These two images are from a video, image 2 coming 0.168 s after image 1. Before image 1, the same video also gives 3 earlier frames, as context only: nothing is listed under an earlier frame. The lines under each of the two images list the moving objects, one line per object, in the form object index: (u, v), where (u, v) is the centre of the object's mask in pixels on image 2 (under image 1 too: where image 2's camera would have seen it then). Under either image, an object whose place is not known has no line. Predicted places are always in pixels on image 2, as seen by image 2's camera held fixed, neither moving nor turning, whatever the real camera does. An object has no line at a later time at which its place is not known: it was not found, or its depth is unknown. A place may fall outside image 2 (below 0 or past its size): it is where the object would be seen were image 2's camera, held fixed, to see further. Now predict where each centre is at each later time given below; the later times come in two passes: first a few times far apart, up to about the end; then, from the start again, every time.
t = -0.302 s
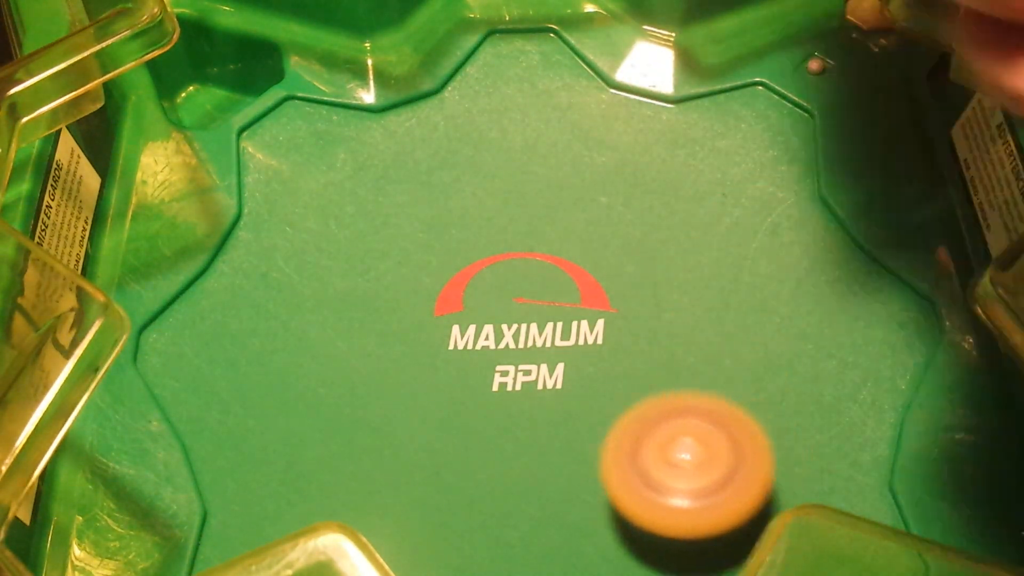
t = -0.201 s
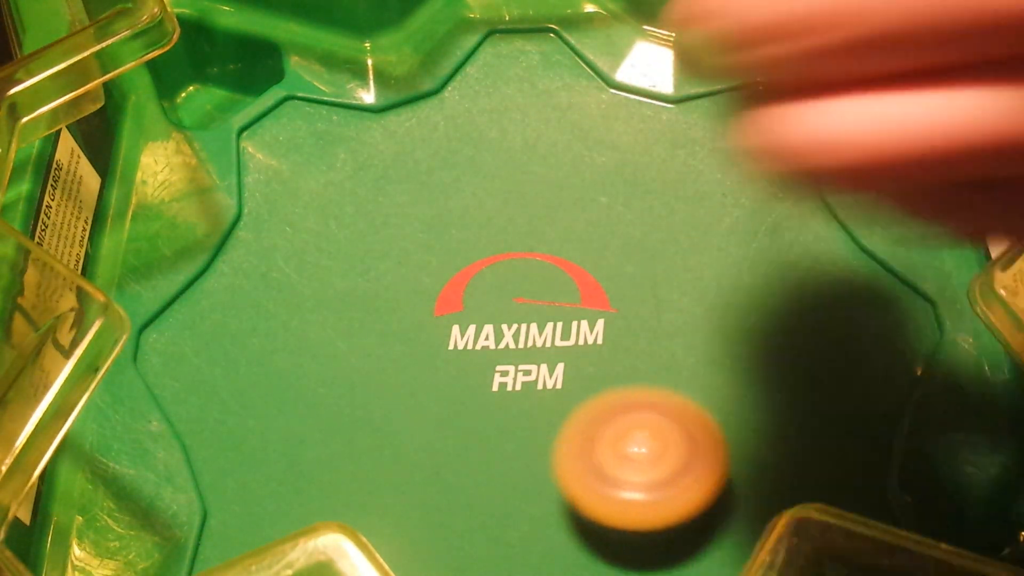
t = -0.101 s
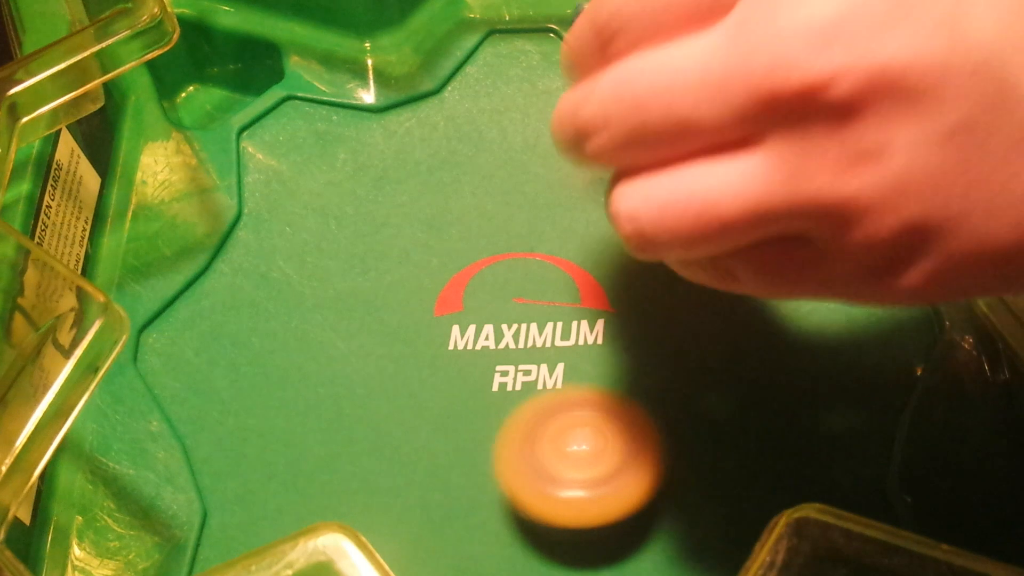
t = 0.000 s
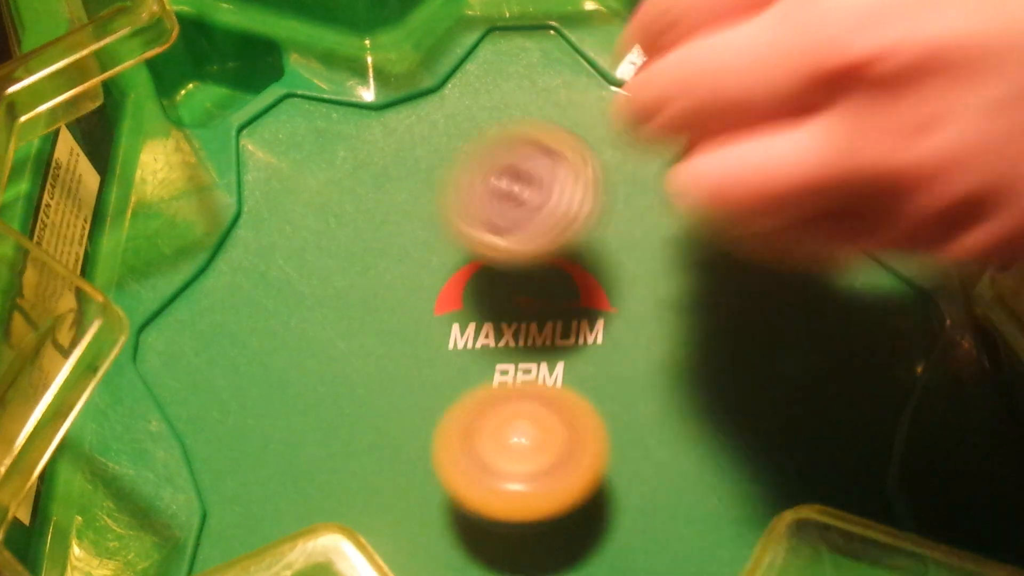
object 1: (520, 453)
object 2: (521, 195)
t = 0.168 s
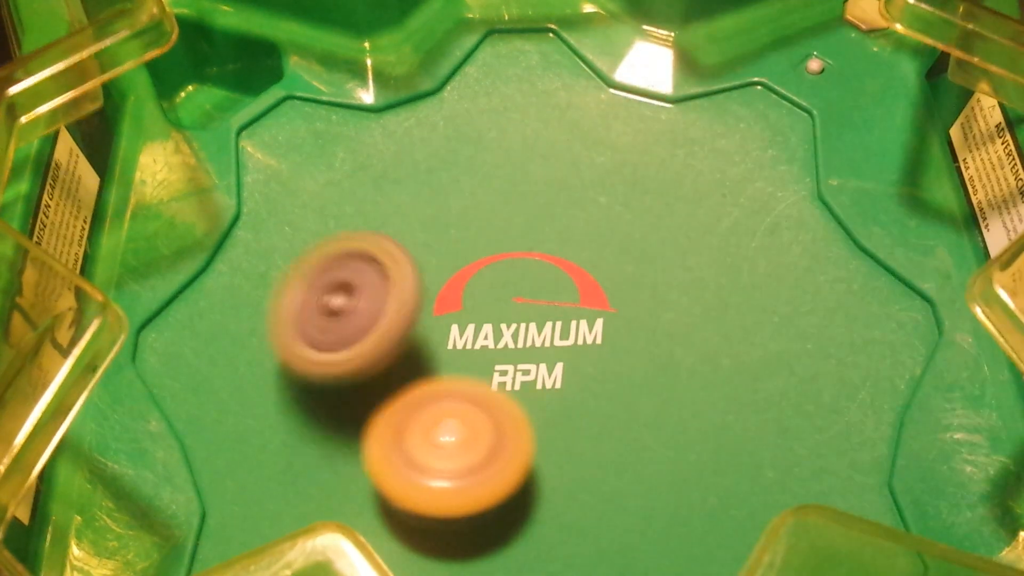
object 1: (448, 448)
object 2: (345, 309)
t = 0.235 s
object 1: (428, 451)
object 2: (322, 347)
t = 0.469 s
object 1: (517, 521)
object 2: (305, 254)
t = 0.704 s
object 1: (465, 410)
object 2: (553, 268)
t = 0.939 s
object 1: (368, 333)
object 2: (734, 329)
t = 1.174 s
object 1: (314, 308)
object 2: (651, 504)
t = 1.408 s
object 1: (366, 302)
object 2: (646, 516)
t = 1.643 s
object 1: (473, 248)
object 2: (619, 446)
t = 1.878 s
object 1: (537, 184)
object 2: (443, 410)
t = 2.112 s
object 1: (567, 161)
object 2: (420, 451)
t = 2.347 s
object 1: (595, 201)
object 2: (528, 458)
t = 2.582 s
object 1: (734, 200)
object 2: (343, 361)
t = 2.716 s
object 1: (755, 180)
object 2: (263, 435)
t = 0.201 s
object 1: (437, 448)
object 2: (331, 317)
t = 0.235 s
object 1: (428, 451)
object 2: (322, 347)
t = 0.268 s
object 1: (438, 485)
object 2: (308, 347)
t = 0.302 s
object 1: (457, 509)
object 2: (287, 333)
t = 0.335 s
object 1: (475, 524)
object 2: (276, 318)
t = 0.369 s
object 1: (492, 532)
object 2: (272, 296)
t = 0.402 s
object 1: (505, 534)
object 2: (275, 276)
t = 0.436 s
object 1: (514, 529)
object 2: (287, 264)
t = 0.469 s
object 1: (517, 521)
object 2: (305, 254)
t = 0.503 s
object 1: (517, 511)
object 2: (328, 249)
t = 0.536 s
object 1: (516, 495)
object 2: (356, 247)
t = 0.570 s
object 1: (511, 473)
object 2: (389, 252)
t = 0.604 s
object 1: (504, 453)
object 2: (425, 254)
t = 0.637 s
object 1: (493, 430)
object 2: (464, 267)
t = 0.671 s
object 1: (481, 416)
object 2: (506, 267)
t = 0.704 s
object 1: (465, 410)
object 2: (553, 268)
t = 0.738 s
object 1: (450, 398)
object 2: (595, 258)
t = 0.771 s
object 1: (436, 386)
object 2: (638, 260)
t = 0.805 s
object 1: (422, 374)
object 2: (676, 273)
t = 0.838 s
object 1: (409, 362)
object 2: (703, 279)
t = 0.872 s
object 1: (395, 351)
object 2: (723, 290)
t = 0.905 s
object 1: (380, 341)
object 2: (734, 307)
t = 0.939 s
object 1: (368, 333)
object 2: (734, 329)
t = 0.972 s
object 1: (355, 326)
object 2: (726, 355)
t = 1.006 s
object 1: (344, 322)
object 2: (715, 384)
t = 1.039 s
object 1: (334, 317)
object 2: (700, 414)
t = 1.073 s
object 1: (326, 315)
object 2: (685, 441)
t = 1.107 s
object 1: (320, 312)
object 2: (672, 466)
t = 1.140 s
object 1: (316, 310)
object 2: (660, 489)
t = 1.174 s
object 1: (314, 308)
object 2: (651, 504)
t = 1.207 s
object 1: (316, 307)
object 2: (644, 513)
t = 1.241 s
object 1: (320, 306)
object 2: (639, 518)
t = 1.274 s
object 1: (326, 307)
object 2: (636, 522)
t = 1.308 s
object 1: (333, 307)
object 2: (635, 523)
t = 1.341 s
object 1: (342, 307)
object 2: (638, 522)
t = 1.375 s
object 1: (353, 305)
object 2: (642, 520)
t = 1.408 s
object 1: (366, 302)
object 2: (646, 516)
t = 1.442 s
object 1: (381, 298)
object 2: (652, 510)
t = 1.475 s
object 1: (398, 293)
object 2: (656, 502)
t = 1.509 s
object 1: (414, 287)
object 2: (659, 492)
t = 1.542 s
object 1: (431, 280)
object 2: (657, 481)
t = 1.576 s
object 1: (445, 270)
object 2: (650, 469)
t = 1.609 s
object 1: (459, 259)
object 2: (637, 457)
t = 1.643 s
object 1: (473, 248)
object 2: (619, 446)
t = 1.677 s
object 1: (484, 237)
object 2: (596, 439)
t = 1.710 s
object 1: (495, 227)
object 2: (570, 431)
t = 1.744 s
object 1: (505, 218)
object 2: (540, 421)
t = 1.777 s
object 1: (514, 208)
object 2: (513, 416)
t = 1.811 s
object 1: (523, 199)
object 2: (486, 414)
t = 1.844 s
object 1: (530, 191)
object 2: (462, 411)
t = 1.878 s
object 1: (537, 184)
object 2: (443, 410)
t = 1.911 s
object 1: (543, 177)
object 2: (429, 410)
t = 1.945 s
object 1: (548, 172)
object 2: (419, 413)
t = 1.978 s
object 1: (552, 167)
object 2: (411, 417)
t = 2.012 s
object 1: (556, 163)
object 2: (407, 424)
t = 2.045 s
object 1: (560, 161)
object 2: (408, 431)
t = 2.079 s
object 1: (563, 160)
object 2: (412, 440)
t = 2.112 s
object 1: (567, 161)
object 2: (420, 451)
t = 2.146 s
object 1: (570, 163)
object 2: (431, 462)
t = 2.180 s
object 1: (574, 166)
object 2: (444, 474)
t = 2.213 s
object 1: (577, 171)
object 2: (460, 483)
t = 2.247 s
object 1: (580, 177)
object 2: (478, 489)
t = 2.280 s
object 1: (584, 184)
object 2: (496, 485)
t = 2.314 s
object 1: (589, 192)
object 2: (514, 474)
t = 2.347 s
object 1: (595, 201)
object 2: (528, 458)
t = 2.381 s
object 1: (602, 211)
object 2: (539, 435)
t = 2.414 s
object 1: (609, 221)
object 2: (543, 407)
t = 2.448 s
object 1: (629, 240)
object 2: (528, 346)
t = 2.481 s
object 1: (666, 227)
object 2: (473, 344)
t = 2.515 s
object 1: (697, 216)
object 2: (426, 348)
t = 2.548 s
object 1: (719, 207)
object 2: (382, 354)
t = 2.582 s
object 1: (734, 200)
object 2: (343, 361)
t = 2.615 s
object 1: (742, 194)
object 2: (309, 374)
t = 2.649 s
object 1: (749, 188)
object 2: (283, 390)
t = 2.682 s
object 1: (753, 184)
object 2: (267, 412)
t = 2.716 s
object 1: (755, 180)
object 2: (263, 435)
